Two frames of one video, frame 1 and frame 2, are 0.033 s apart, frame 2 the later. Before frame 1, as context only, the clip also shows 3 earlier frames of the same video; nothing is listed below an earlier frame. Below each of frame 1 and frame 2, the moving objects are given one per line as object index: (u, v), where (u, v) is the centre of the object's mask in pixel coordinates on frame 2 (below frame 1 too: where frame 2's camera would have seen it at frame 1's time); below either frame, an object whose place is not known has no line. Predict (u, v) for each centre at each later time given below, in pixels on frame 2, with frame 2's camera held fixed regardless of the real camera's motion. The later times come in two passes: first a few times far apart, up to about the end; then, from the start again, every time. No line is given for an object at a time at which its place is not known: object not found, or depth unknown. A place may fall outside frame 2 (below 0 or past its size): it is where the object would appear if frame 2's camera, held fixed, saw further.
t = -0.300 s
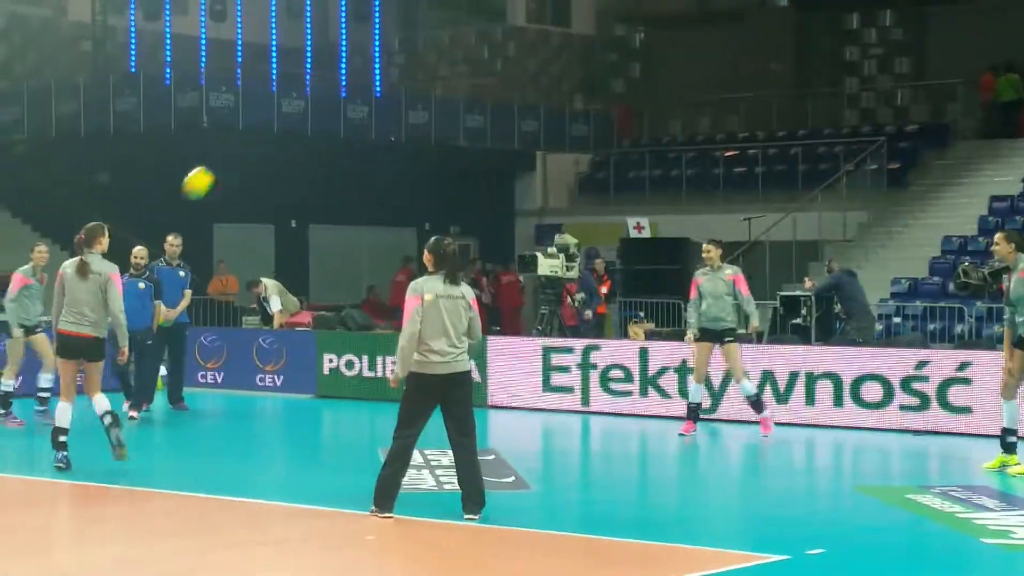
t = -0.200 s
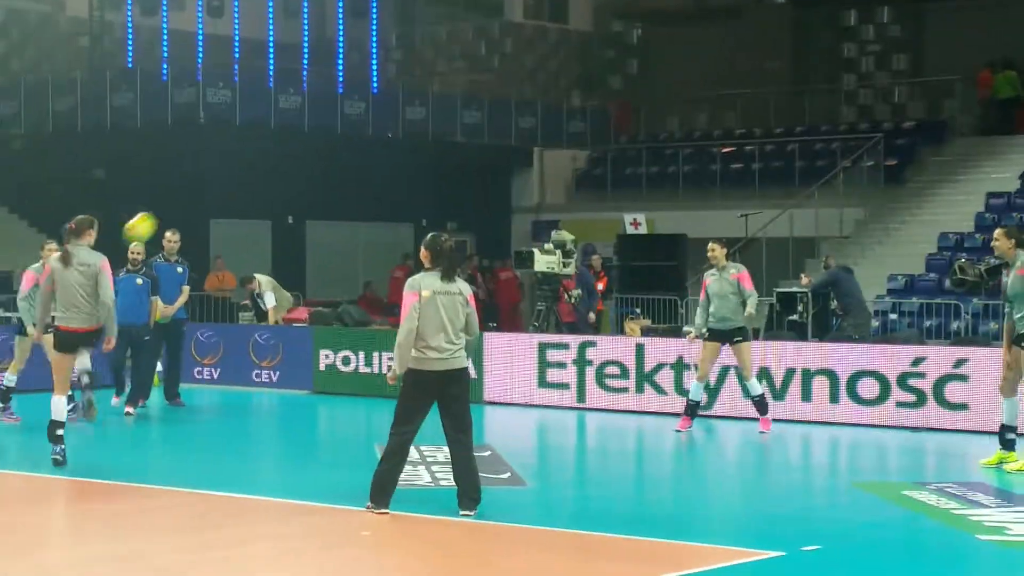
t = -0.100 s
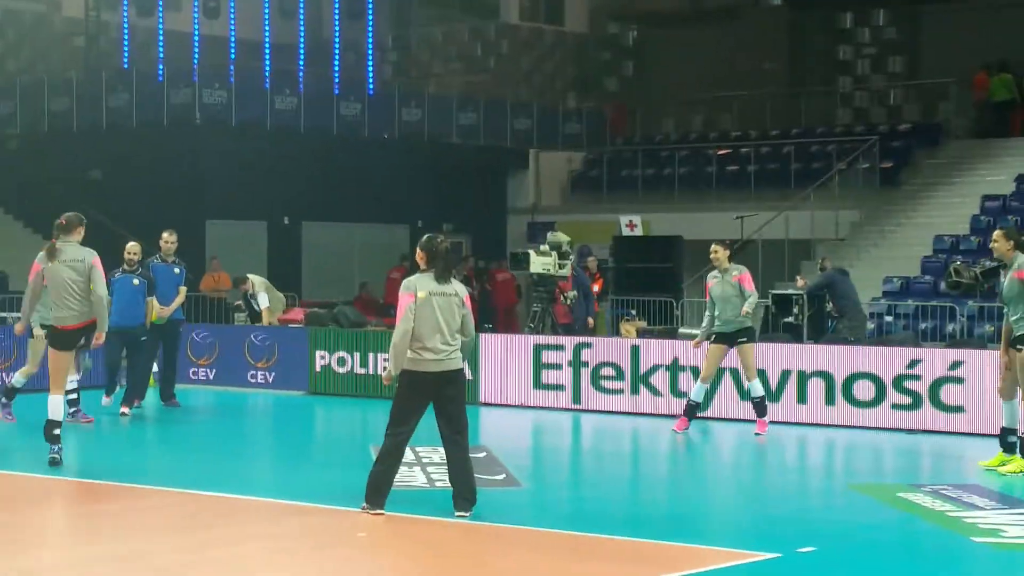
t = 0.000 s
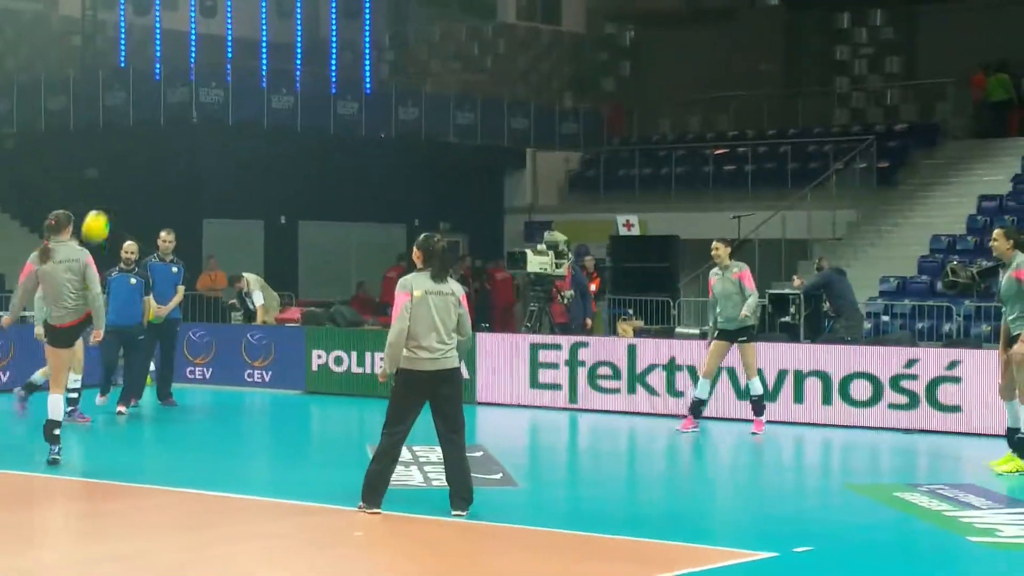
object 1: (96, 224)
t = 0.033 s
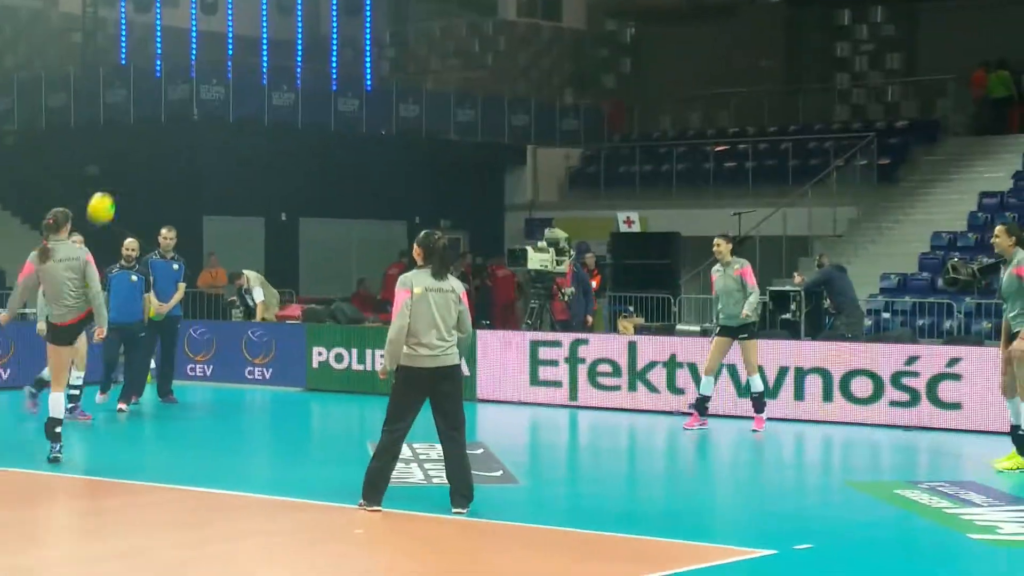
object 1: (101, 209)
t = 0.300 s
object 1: (142, 130)
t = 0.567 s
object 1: (184, 141)
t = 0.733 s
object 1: (210, 195)
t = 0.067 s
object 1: (106, 194)
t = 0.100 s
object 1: (111, 181)
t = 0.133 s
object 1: (116, 169)
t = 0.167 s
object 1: (121, 159)
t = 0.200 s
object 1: (126, 149)
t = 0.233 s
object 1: (132, 142)
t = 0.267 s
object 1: (137, 135)
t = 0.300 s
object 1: (142, 130)
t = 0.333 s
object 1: (147, 126)
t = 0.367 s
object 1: (153, 124)
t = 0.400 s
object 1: (158, 123)
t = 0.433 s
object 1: (163, 124)
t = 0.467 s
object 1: (168, 126)
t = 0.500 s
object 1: (174, 130)
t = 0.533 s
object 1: (179, 135)
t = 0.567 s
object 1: (184, 141)
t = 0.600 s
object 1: (190, 149)
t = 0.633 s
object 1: (195, 159)
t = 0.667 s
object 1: (200, 169)
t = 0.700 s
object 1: (205, 181)
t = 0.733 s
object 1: (210, 195)
